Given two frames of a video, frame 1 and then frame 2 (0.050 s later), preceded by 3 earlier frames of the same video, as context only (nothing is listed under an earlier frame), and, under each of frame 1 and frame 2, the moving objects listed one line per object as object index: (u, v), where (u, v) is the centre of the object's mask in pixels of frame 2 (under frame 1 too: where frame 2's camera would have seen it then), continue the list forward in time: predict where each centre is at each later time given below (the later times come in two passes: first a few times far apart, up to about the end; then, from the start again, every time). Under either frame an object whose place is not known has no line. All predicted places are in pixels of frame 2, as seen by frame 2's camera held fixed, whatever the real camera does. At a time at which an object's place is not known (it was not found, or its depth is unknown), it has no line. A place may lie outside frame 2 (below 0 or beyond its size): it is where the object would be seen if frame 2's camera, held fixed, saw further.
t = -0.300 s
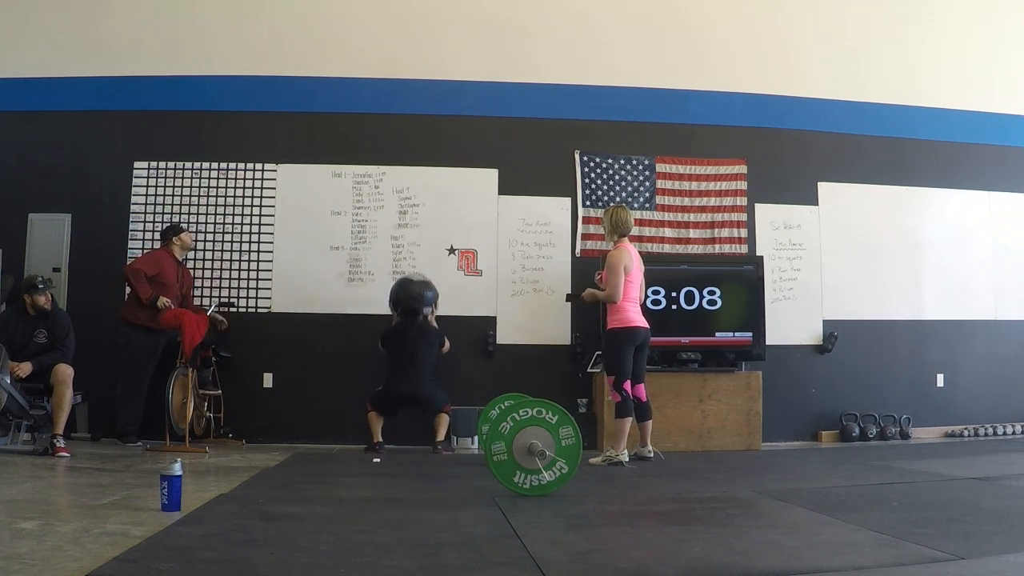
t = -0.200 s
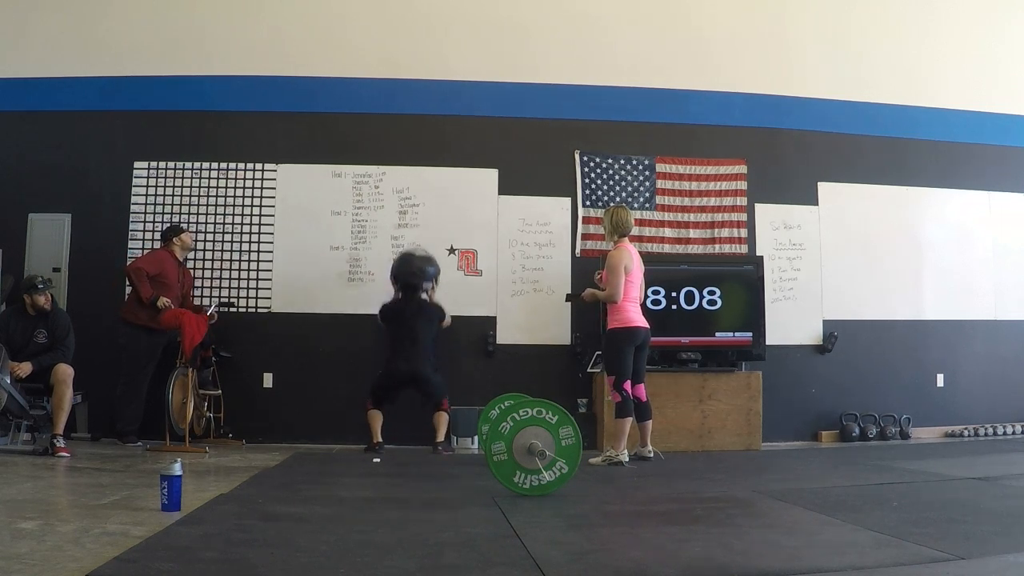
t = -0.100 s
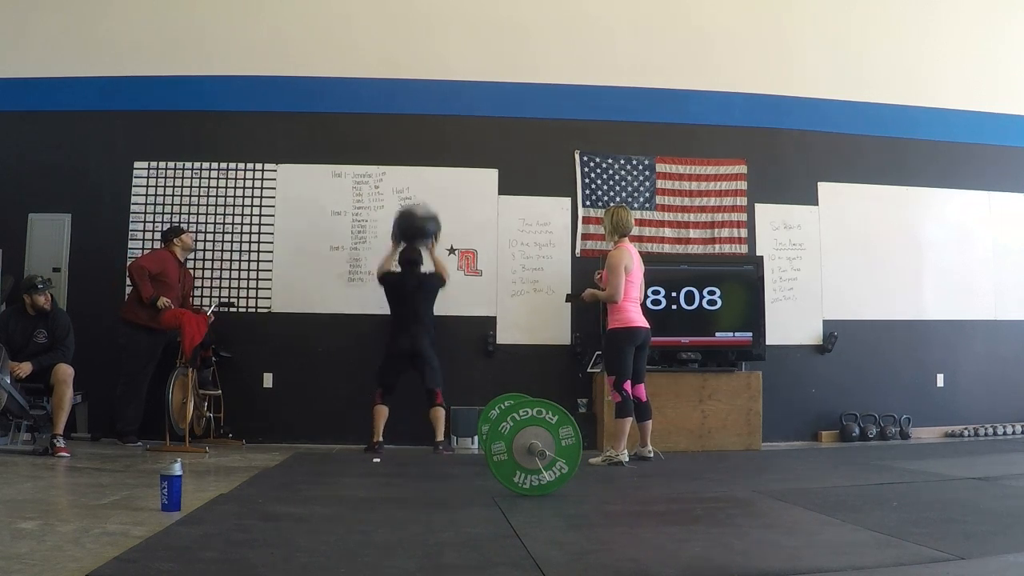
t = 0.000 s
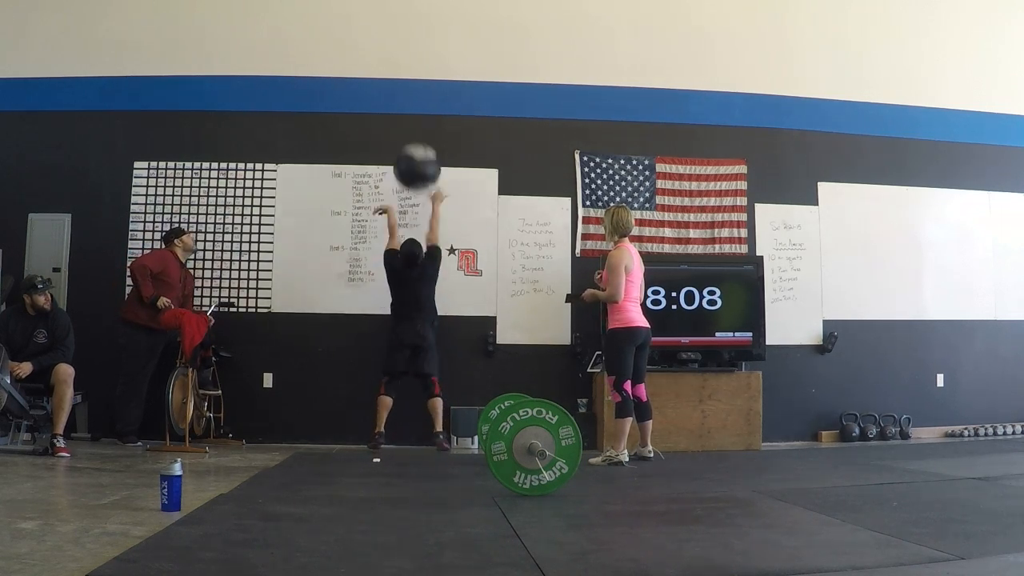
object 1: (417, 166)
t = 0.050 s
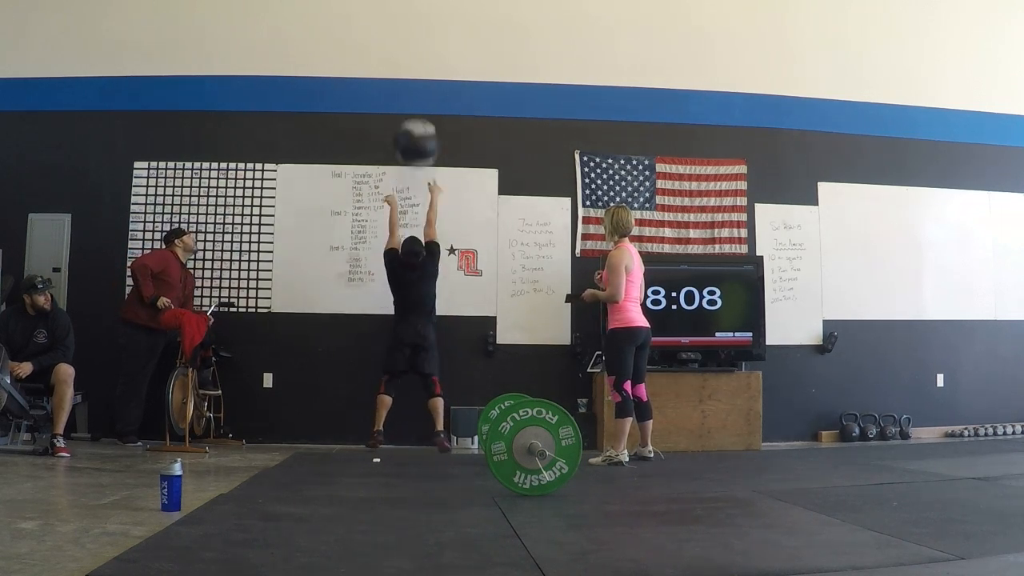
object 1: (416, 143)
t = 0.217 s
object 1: (415, 84)
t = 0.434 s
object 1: (413, 59)
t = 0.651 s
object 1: (411, 76)
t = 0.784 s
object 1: (407, 114)
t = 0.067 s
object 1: (416, 137)
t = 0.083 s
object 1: (416, 129)
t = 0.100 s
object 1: (416, 122)
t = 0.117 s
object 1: (416, 116)
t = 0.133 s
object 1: (416, 107)
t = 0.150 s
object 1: (416, 101)
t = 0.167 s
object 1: (416, 97)
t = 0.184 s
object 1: (415, 93)
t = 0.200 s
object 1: (415, 89)
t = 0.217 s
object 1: (415, 84)
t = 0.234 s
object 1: (415, 80)
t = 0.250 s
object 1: (415, 77)
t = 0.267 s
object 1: (415, 73)
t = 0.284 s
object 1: (415, 70)
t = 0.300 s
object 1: (414, 68)
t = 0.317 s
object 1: (414, 66)
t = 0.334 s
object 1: (414, 64)
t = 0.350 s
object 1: (414, 62)
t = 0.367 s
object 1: (414, 61)
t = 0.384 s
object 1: (414, 60)
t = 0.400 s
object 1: (413, 59)
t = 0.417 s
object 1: (413, 59)
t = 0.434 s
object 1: (413, 59)
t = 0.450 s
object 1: (413, 59)
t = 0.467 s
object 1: (413, 59)
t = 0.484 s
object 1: (412, 59)
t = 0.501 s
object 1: (412, 59)
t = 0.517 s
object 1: (412, 60)
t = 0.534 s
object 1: (412, 61)
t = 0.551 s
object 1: (412, 62)
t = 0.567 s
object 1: (412, 64)
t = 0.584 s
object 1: (411, 65)
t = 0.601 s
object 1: (411, 68)
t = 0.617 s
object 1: (411, 70)
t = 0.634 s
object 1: (411, 73)
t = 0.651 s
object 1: (411, 76)
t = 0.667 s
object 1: (411, 79)
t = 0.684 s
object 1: (410, 84)
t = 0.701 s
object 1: (410, 88)
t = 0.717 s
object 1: (409, 93)
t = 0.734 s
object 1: (408, 99)
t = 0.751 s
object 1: (409, 102)
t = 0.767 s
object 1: (408, 108)
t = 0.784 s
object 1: (407, 114)
